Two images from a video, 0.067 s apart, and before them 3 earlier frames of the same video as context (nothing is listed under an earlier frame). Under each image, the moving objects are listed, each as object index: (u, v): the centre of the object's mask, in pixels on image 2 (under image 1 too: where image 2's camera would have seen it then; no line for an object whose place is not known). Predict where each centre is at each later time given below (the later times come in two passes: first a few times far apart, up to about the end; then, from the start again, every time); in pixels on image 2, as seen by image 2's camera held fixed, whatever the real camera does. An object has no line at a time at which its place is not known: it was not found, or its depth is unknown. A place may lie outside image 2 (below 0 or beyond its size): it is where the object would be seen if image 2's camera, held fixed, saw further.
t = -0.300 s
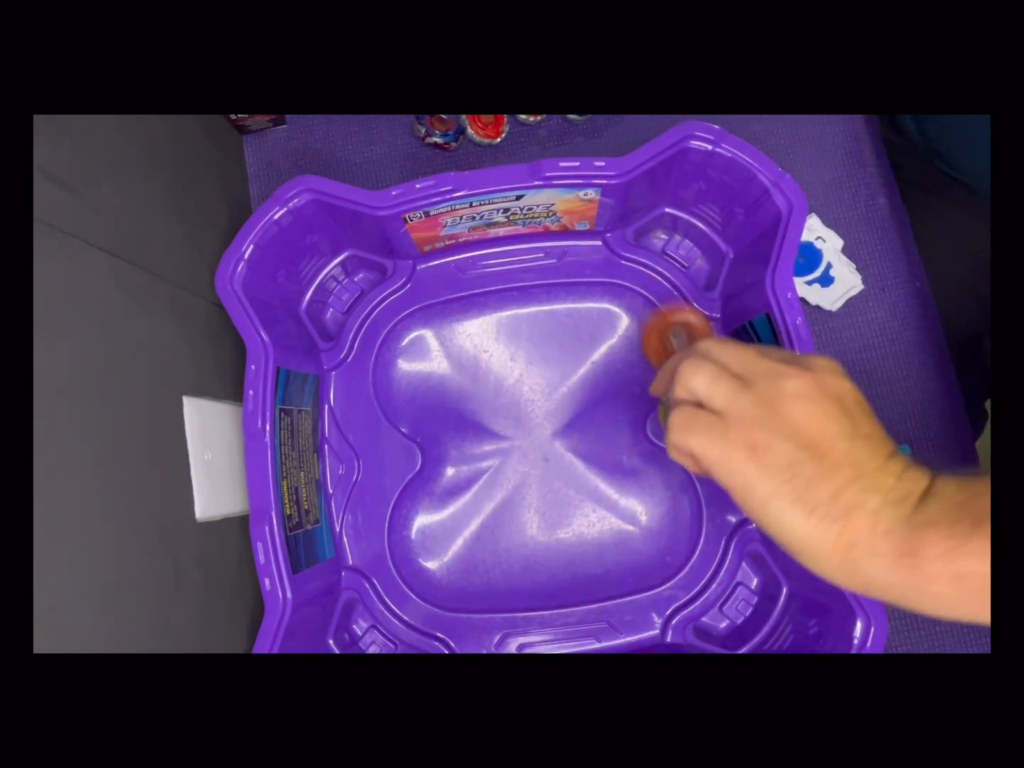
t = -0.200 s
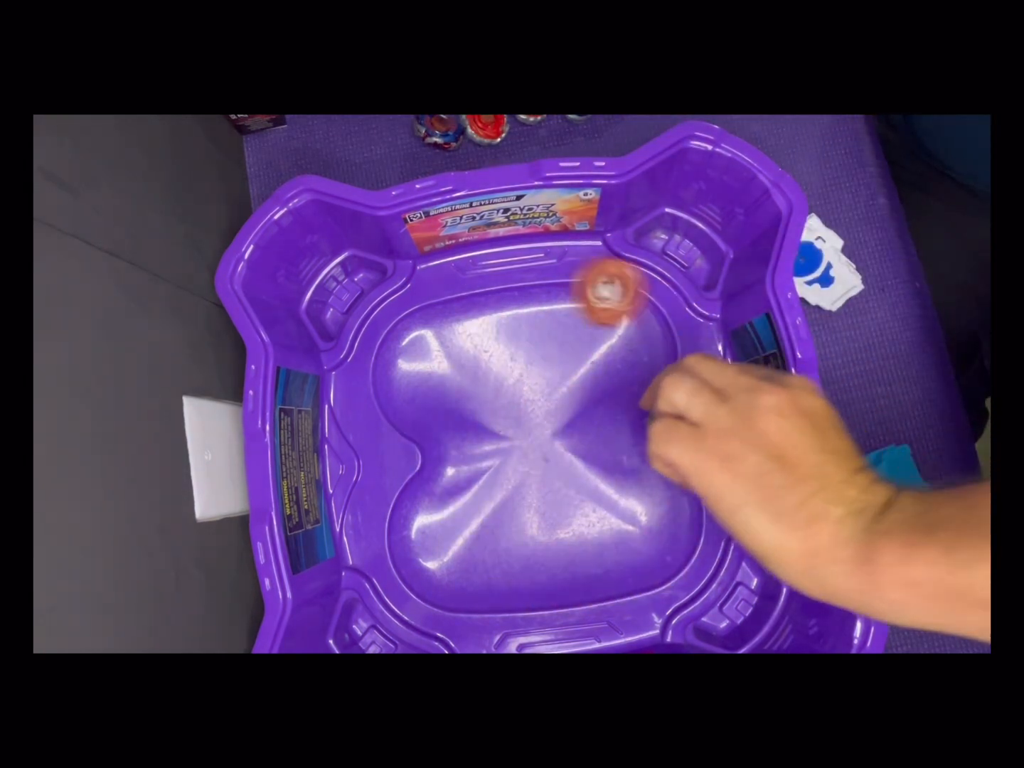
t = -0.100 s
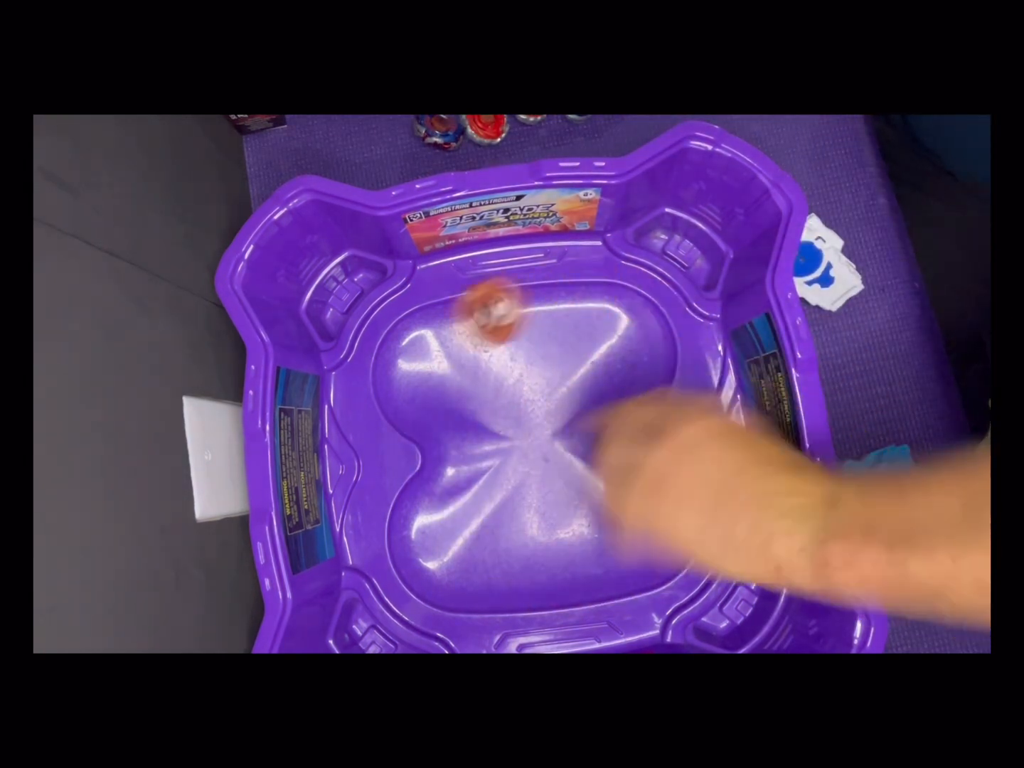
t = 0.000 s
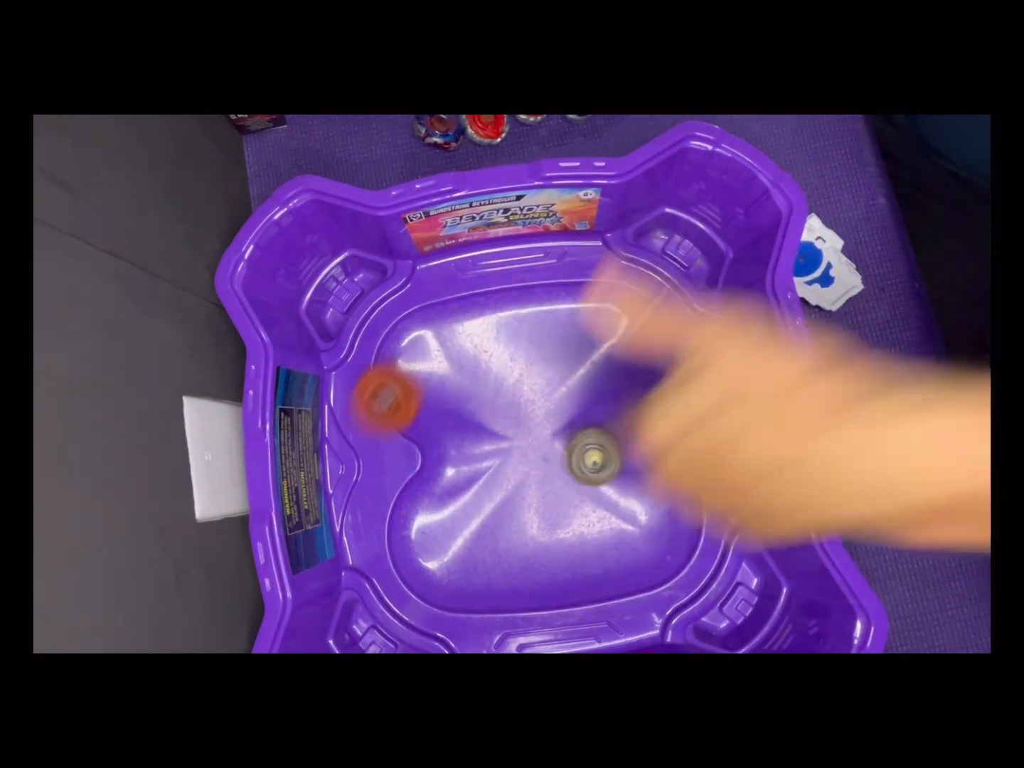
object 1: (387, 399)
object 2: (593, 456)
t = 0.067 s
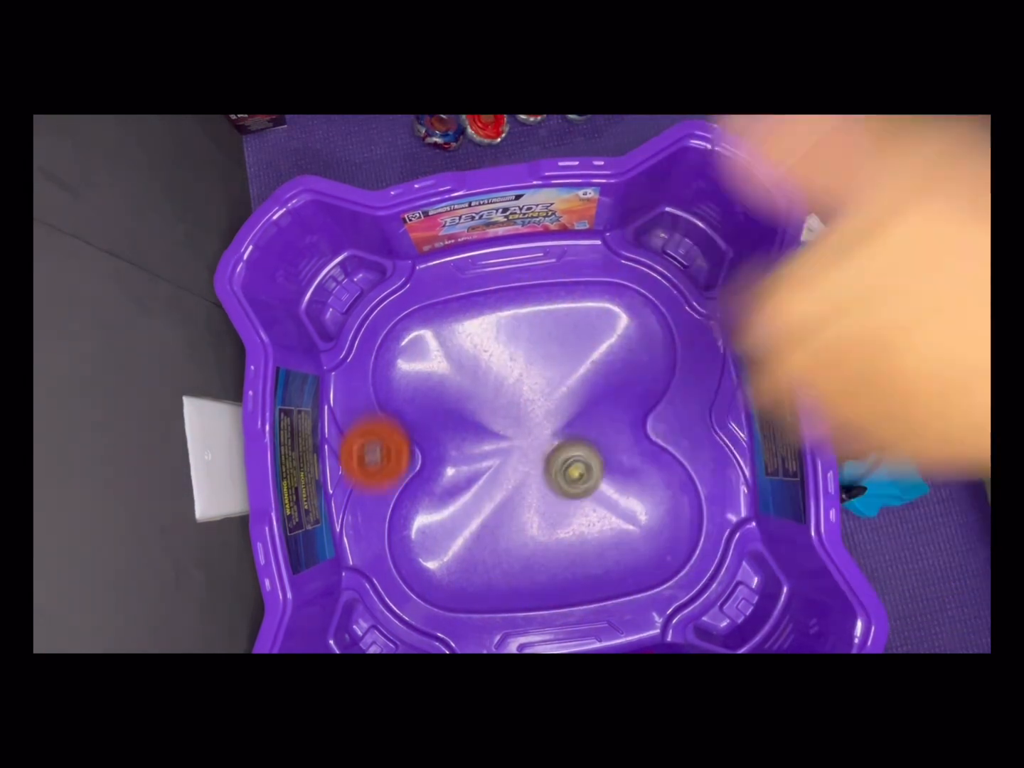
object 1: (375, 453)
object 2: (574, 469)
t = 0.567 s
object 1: (675, 470)
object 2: (434, 525)
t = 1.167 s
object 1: (456, 424)
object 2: (496, 546)
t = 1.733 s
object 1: (515, 366)
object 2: (560, 413)
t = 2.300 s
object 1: (599, 481)
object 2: (568, 370)
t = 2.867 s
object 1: (500, 505)
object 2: (506, 436)
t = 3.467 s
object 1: (502, 483)
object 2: (542, 412)
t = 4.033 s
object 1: (529, 442)
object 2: (572, 505)
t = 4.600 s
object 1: (542, 401)
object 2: (480, 474)
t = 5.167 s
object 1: (566, 408)
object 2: (508, 535)
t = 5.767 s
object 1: (560, 468)
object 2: (500, 444)
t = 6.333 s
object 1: (587, 486)
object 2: (570, 419)
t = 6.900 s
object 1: (480, 485)
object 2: (566, 361)
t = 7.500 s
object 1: (490, 501)
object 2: (567, 417)
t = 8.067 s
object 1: (524, 461)
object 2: (559, 382)
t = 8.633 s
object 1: (504, 494)
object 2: (544, 405)
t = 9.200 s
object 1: (526, 465)
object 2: (539, 382)
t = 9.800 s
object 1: (504, 497)
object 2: (552, 410)
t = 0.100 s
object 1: (378, 479)
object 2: (564, 477)
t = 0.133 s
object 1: (381, 502)
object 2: (554, 486)
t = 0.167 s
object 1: (385, 522)
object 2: (543, 493)
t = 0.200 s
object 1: (395, 542)
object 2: (530, 497)
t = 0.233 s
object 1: (415, 567)
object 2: (518, 502)
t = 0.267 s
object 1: (440, 591)
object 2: (507, 506)
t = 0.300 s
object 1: (470, 606)
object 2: (496, 510)
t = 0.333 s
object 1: (502, 601)
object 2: (486, 514)
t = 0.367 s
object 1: (536, 592)
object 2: (476, 518)
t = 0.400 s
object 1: (570, 577)
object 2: (466, 521)
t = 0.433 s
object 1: (604, 559)
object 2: (457, 523)
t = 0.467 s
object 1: (635, 541)
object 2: (449, 525)
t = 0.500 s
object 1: (658, 516)
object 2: (443, 526)
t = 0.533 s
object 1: (671, 493)
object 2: (439, 526)
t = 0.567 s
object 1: (675, 470)
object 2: (434, 525)
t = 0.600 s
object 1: (668, 452)
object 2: (430, 523)
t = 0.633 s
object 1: (649, 440)
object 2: (429, 520)
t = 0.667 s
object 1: (628, 429)
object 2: (432, 517)
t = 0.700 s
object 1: (604, 417)
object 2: (437, 516)
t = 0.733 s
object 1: (579, 402)
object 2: (446, 515)
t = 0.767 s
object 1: (554, 388)
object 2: (456, 515)
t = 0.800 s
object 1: (529, 377)
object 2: (466, 517)
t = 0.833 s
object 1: (505, 371)
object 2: (475, 519)
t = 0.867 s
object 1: (479, 370)
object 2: (481, 523)
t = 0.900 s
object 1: (452, 372)
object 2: (486, 528)
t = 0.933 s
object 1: (425, 378)
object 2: (490, 534)
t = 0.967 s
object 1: (405, 389)
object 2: (492, 539)
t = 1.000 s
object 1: (392, 400)
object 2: (494, 545)
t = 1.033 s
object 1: (388, 411)
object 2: (495, 549)
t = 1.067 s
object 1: (398, 417)
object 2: (496, 551)
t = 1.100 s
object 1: (414, 421)
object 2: (496, 551)
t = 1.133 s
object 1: (436, 423)
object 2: (496, 550)
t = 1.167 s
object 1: (456, 424)
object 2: (496, 546)
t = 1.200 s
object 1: (479, 426)
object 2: (497, 541)
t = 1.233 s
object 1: (502, 428)
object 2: (498, 534)
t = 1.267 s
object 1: (521, 429)
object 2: (500, 526)
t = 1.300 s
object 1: (537, 427)
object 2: (502, 518)
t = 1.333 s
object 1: (550, 424)
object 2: (504, 510)
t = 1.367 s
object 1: (560, 417)
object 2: (508, 501)
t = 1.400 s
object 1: (567, 408)
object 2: (512, 492)
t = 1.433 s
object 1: (572, 396)
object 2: (516, 484)
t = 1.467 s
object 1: (573, 382)
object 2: (520, 476)
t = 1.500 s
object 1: (572, 371)
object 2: (525, 468)
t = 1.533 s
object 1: (567, 362)
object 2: (530, 459)
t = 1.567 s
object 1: (561, 357)
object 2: (535, 451)
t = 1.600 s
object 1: (554, 355)
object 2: (540, 442)
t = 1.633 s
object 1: (544, 354)
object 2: (544, 434)
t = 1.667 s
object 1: (534, 357)
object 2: (549, 426)
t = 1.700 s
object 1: (525, 362)
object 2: (554, 418)
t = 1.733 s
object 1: (515, 366)
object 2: (560, 413)
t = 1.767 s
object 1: (505, 368)
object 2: (566, 408)
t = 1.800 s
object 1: (496, 374)
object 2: (572, 403)
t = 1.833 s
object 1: (488, 381)
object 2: (576, 398)
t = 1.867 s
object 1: (481, 390)
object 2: (581, 395)
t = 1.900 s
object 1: (477, 400)
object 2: (586, 391)
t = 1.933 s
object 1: (477, 412)
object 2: (589, 389)
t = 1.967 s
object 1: (482, 424)
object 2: (590, 387)
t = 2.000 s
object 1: (491, 437)
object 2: (590, 386)
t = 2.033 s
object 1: (504, 453)
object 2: (588, 386)
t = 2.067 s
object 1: (516, 469)
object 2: (586, 385)
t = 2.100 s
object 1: (527, 480)
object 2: (583, 384)
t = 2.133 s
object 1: (540, 486)
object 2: (580, 383)
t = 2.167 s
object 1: (553, 489)
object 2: (576, 381)
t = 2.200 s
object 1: (567, 490)
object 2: (574, 378)
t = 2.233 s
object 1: (581, 489)
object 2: (571, 374)
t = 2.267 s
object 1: (592, 486)
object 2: (570, 371)
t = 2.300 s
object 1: (599, 481)
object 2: (568, 370)
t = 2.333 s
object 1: (600, 474)
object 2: (568, 369)
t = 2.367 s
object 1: (596, 467)
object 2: (567, 370)
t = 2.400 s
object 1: (586, 460)
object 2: (566, 371)
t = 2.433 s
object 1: (573, 452)
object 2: (564, 374)
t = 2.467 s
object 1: (559, 448)
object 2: (563, 377)
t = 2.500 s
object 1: (547, 447)
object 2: (560, 381)
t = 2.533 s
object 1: (536, 449)
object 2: (557, 385)
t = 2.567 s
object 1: (529, 452)
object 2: (553, 390)
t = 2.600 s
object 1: (522, 457)
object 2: (550, 395)
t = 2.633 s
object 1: (516, 463)
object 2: (545, 401)
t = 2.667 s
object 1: (511, 470)
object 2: (540, 406)
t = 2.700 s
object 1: (507, 478)
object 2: (535, 412)
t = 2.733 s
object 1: (503, 486)
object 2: (530, 416)
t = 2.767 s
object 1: (501, 493)
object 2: (524, 422)
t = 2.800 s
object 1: (499, 498)
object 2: (518, 427)
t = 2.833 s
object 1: (499, 503)
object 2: (512, 433)
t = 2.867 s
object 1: (500, 505)
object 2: (506, 436)
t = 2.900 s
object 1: (501, 506)
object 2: (499, 438)
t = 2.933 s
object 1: (503, 505)
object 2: (492, 437)
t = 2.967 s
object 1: (504, 504)
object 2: (487, 435)
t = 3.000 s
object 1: (505, 502)
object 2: (482, 432)
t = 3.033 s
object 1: (505, 499)
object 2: (478, 427)
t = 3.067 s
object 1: (505, 495)
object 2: (474, 420)
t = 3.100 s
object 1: (505, 491)
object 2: (473, 413)
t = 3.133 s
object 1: (504, 487)
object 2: (474, 406)
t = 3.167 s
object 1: (501, 484)
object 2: (478, 402)
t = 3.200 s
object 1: (499, 482)
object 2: (484, 399)
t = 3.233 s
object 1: (497, 481)
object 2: (492, 398)
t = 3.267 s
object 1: (495, 481)
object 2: (499, 398)
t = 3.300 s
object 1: (494, 481)
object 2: (506, 399)
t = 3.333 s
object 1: (494, 482)
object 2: (514, 401)
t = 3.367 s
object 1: (494, 483)
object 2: (521, 403)
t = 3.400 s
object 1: (495, 484)
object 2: (528, 406)
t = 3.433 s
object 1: (498, 483)
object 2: (535, 409)
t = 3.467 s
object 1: (502, 483)
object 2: (542, 412)
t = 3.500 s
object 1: (506, 480)
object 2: (549, 416)
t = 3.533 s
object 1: (511, 477)
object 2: (555, 420)
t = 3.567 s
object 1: (516, 473)
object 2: (559, 425)
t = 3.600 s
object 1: (518, 470)
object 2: (565, 429)
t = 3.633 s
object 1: (517, 469)
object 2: (572, 432)
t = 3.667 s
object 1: (518, 467)
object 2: (577, 436)
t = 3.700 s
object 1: (519, 465)
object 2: (581, 441)
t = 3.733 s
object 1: (521, 463)
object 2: (586, 448)
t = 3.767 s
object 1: (522, 460)
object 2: (590, 455)
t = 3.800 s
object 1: (523, 458)
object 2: (593, 464)
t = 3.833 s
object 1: (524, 456)
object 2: (596, 473)
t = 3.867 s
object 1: (526, 453)
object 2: (597, 481)
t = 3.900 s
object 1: (527, 451)
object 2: (595, 488)
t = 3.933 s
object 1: (528, 448)
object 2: (592, 495)
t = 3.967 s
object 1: (529, 446)
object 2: (586, 499)
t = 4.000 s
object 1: (529, 444)
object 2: (579, 503)
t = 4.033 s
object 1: (529, 442)
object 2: (572, 505)
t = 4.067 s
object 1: (530, 441)
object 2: (565, 506)
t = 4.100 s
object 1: (530, 440)
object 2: (557, 507)
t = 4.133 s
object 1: (530, 439)
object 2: (549, 507)
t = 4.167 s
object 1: (530, 438)
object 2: (541, 506)
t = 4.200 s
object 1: (529, 437)
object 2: (534, 504)
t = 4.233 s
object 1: (529, 436)
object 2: (527, 501)
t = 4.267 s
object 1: (528, 435)
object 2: (519, 499)
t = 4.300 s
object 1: (528, 435)
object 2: (512, 495)
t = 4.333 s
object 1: (527, 434)
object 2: (504, 490)
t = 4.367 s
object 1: (528, 432)
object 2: (497, 487)
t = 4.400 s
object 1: (528, 429)
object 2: (492, 485)
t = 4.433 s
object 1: (528, 426)
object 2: (489, 479)
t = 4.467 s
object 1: (528, 424)
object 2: (487, 474)
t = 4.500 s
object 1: (527, 422)
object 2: (487, 469)
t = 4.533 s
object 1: (534, 413)
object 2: (483, 471)
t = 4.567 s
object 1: (539, 406)
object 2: (480, 473)
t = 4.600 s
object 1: (542, 401)
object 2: (480, 474)
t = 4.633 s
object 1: (545, 397)
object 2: (480, 474)
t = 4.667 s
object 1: (547, 394)
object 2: (483, 476)
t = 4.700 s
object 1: (549, 392)
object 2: (488, 477)
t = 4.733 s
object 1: (550, 392)
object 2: (493, 480)
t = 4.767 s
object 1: (552, 392)
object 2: (497, 485)
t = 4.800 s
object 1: (553, 393)
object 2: (500, 490)
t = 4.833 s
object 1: (554, 395)
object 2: (502, 497)
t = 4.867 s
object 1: (557, 397)
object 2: (505, 503)
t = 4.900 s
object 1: (559, 399)
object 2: (506, 509)
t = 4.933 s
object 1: (562, 401)
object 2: (509, 516)
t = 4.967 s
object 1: (564, 402)
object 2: (509, 520)
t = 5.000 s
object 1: (566, 404)
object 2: (510, 526)
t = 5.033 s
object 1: (568, 405)
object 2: (511, 529)
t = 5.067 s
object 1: (569, 405)
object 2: (511, 533)
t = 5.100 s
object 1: (568, 406)
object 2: (510, 535)
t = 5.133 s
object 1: (568, 406)
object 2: (509, 536)
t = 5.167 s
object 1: (566, 408)
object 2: (508, 535)
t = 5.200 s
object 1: (563, 410)
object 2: (507, 533)
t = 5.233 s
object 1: (560, 412)
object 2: (506, 530)
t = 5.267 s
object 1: (556, 416)
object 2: (506, 525)
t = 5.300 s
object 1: (551, 420)
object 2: (505, 519)
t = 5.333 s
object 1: (547, 424)
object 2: (506, 514)
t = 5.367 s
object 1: (542, 430)
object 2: (506, 506)
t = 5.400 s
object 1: (537, 436)
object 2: (506, 499)
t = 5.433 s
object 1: (536, 440)
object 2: (504, 495)
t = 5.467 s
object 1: (540, 442)
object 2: (495, 495)
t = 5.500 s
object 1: (543, 445)
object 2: (488, 493)
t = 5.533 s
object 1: (544, 448)
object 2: (484, 490)
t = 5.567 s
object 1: (546, 451)
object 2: (481, 484)
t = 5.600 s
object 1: (547, 453)
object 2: (483, 478)
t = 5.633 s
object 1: (548, 456)
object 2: (486, 472)
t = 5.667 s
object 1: (551, 460)
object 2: (488, 464)
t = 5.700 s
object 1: (554, 463)
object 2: (492, 457)
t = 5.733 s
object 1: (557, 466)
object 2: (495, 450)
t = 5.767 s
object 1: (560, 468)
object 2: (500, 444)
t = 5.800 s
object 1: (561, 470)
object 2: (505, 438)
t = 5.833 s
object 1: (563, 472)
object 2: (510, 435)
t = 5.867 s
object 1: (565, 474)
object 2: (515, 433)
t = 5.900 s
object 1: (566, 476)
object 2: (521, 433)
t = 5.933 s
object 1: (569, 483)
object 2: (525, 428)
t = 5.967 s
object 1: (572, 491)
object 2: (528, 422)
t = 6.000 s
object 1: (577, 497)
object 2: (533, 416)
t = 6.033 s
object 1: (581, 501)
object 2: (538, 411)
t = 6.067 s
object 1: (585, 504)
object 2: (544, 407)
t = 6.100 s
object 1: (589, 506)
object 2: (550, 403)
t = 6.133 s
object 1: (592, 506)
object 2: (557, 401)
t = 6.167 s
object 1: (595, 506)
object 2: (563, 399)
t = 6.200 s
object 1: (596, 504)
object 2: (569, 401)
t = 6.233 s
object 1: (597, 501)
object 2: (573, 404)
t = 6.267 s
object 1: (596, 496)
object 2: (575, 408)
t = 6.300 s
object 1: (593, 492)
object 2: (574, 414)
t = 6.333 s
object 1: (587, 486)
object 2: (570, 419)
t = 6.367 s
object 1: (581, 483)
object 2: (564, 422)
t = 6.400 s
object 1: (574, 490)
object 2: (558, 411)
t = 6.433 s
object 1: (568, 495)
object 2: (554, 402)
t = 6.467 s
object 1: (565, 497)
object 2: (552, 394)
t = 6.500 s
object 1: (560, 499)
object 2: (550, 385)
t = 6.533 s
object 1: (555, 500)
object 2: (548, 377)
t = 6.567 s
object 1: (550, 500)
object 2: (548, 369)
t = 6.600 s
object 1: (544, 498)
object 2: (547, 362)
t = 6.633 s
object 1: (539, 497)
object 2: (547, 355)
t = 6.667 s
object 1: (532, 494)
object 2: (548, 350)
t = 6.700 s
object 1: (526, 489)
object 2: (550, 346)
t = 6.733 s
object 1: (518, 485)
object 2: (553, 343)
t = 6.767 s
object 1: (510, 481)
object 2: (556, 342)
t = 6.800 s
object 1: (501, 478)
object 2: (560, 343)
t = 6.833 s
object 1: (493, 477)
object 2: (563, 347)
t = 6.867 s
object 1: (486, 479)
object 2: (566, 353)
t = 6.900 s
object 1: (480, 485)
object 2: (566, 361)
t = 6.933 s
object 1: (476, 495)
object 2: (566, 369)
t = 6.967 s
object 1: (473, 506)
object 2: (563, 378)
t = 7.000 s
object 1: (475, 513)
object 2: (561, 386)
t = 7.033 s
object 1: (480, 515)
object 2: (557, 395)
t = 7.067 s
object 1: (488, 513)
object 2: (553, 403)
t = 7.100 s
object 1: (496, 507)
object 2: (549, 412)
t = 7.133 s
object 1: (503, 499)
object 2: (544, 419)
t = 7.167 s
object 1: (508, 492)
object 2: (539, 428)
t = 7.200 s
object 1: (509, 488)
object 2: (538, 431)
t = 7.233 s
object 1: (507, 486)
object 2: (540, 430)
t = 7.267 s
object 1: (506, 483)
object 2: (541, 432)
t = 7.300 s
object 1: (501, 486)
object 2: (544, 429)
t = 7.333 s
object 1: (496, 490)
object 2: (549, 423)
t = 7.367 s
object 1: (493, 492)
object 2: (553, 420)
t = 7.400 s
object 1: (491, 496)
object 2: (558, 418)
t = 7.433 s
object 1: (490, 498)
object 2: (562, 416)
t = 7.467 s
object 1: (489, 500)
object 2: (566, 416)
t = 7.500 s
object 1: (490, 501)
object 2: (567, 417)
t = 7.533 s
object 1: (491, 502)
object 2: (567, 419)
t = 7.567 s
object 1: (493, 503)
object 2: (565, 421)
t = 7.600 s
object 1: (496, 502)
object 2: (561, 423)
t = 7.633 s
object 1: (500, 500)
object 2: (558, 423)
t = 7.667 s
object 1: (504, 497)
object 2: (555, 423)
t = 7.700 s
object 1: (508, 492)
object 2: (552, 422)
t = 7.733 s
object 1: (511, 487)
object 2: (550, 420)
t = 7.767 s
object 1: (515, 481)
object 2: (546, 419)
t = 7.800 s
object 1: (518, 476)
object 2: (543, 417)
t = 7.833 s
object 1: (520, 472)
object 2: (541, 413)
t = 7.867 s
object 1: (519, 472)
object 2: (541, 406)
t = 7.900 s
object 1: (519, 470)
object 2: (543, 399)
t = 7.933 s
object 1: (520, 468)
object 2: (545, 393)
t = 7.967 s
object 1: (521, 467)
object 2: (548, 389)
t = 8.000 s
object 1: (522, 465)
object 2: (551, 385)
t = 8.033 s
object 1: (523, 463)
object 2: (555, 383)
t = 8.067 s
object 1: (524, 461)
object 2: (559, 382)
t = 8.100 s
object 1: (524, 459)
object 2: (563, 383)
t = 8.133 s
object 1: (525, 457)
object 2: (567, 384)
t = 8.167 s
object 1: (526, 455)
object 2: (570, 388)
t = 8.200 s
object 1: (527, 452)
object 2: (571, 393)
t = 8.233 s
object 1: (527, 449)
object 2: (569, 400)
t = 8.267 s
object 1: (524, 450)
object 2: (570, 402)
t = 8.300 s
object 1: (517, 454)
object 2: (575, 402)
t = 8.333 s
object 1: (512, 456)
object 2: (578, 404)
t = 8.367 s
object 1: (508, 460)
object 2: (578, 407)
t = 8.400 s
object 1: (504, 465)
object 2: (575, 411)
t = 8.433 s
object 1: (501, 470)
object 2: (569, 415)
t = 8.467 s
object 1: (500, 474)
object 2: (564, 415)
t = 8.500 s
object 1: (499, 479)
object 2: (560, 414)
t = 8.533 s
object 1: (499, 484)
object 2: (555, 412)
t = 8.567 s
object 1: (500, 488)
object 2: (551, 410)
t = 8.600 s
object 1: (501, 491)
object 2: (547, 407)
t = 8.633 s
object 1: (504, 494)
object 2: (544, 405)
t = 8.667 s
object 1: (507, 495)
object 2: (542, 402)
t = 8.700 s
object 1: (510, 496)
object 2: (540, 399)
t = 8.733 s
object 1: (513, 495)
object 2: (537, 396)
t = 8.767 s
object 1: (517, 494)
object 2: (536, 394)
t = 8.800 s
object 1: (520, 491)
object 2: (535, 393)
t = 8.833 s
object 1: (522, 488)
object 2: (535, 392)
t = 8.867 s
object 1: (524, 484)
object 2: (535, 392)
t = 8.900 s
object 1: (526, 479)
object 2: (535, 393)
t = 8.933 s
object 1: (527, 474)
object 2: (534, 393)
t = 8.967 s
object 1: (528, 469)
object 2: (534, 395)
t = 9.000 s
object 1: (529, 464)
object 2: (534, 397)
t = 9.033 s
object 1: (530, 459)
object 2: (533, 399)
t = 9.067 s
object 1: (529, 463)
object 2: (533, 393)
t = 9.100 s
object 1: (528, 464)
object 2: (534, 389)
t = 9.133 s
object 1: (527, 464)
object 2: (536, 385)
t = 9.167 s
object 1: (526, 465)
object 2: (537, 383)
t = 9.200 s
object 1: (526, 465)
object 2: (539, 382)
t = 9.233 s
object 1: (525, 464)
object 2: (539, 382)
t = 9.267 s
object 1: (524, 464)
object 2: (541, 383)
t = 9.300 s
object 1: (523, 463)
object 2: (542, 384)
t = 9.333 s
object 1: (522, 463)
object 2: (544, 387)
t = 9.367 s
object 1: (521, 463)
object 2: (545, 390)
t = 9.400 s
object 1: (519, 463)
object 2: (545, 394)
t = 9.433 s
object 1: (518, 463)
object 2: (544, 398)
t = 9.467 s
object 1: (517, 462)
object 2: (543, 404)
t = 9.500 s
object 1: (516, 463)
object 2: (542, 408)
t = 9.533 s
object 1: (515, 466)
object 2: (542, 409)
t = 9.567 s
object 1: (511, 472)
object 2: (544, 407)
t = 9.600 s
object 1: (509, 477)
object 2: (546, 407)
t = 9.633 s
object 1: (507, 482)
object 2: (548, 406)
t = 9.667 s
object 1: (506, 485)
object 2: (549, 406)
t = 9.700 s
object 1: (505, 490)
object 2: (551, 407)
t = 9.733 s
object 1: (505, 493)
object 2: (552, 408)
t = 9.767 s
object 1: (504, 496)
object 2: (552, 410)
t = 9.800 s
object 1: (504, 497)
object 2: (552, 410)
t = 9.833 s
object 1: (505, 497)
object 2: (552, 413)
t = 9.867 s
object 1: (505, 497)
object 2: (552, 414)
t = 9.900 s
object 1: (505, 496)
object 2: (550, 417)
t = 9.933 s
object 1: (505, 495)
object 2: (549, 420)
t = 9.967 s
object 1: (505, 492)
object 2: (548, 421)
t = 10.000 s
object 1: (504, 490)
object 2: (546, 424)
